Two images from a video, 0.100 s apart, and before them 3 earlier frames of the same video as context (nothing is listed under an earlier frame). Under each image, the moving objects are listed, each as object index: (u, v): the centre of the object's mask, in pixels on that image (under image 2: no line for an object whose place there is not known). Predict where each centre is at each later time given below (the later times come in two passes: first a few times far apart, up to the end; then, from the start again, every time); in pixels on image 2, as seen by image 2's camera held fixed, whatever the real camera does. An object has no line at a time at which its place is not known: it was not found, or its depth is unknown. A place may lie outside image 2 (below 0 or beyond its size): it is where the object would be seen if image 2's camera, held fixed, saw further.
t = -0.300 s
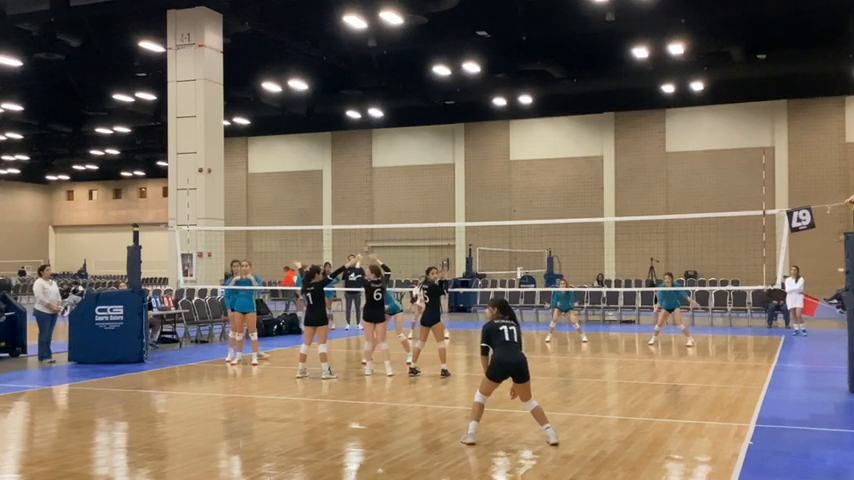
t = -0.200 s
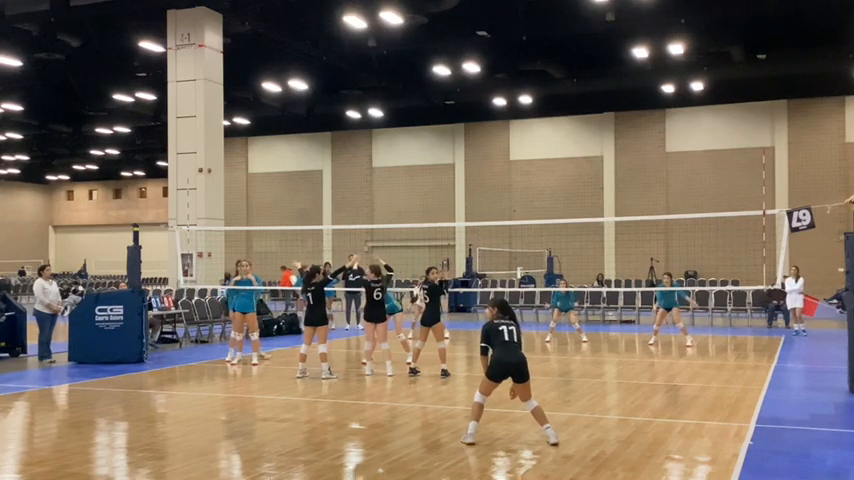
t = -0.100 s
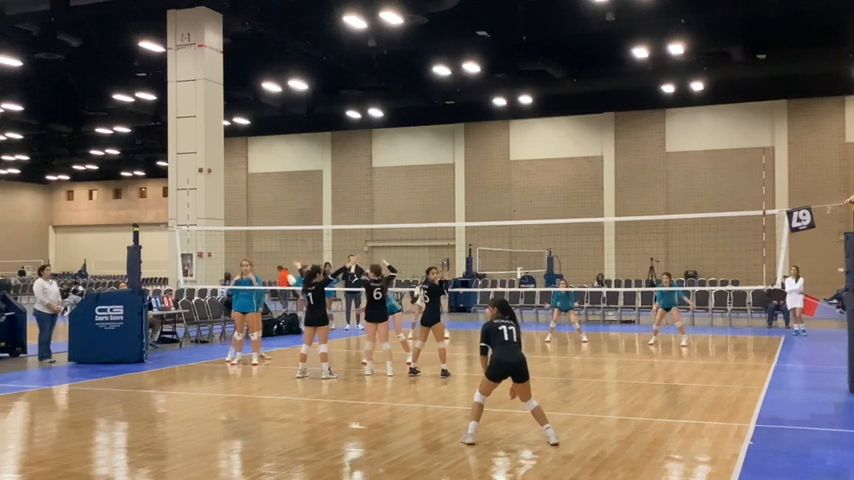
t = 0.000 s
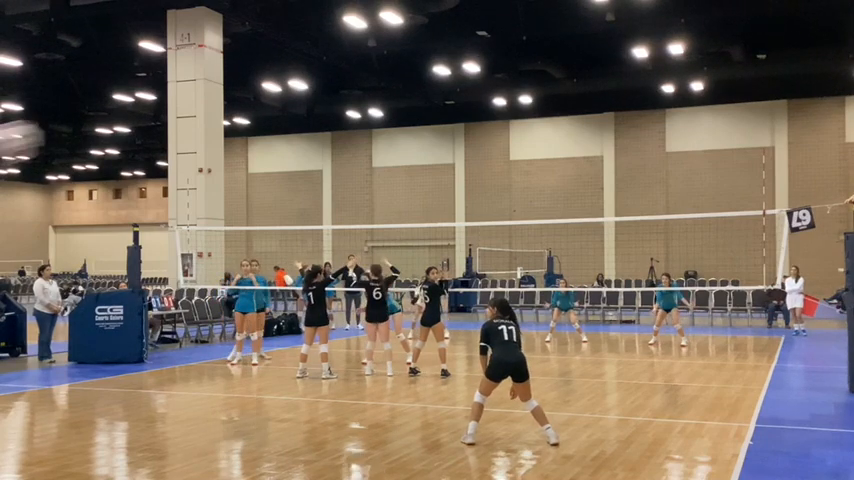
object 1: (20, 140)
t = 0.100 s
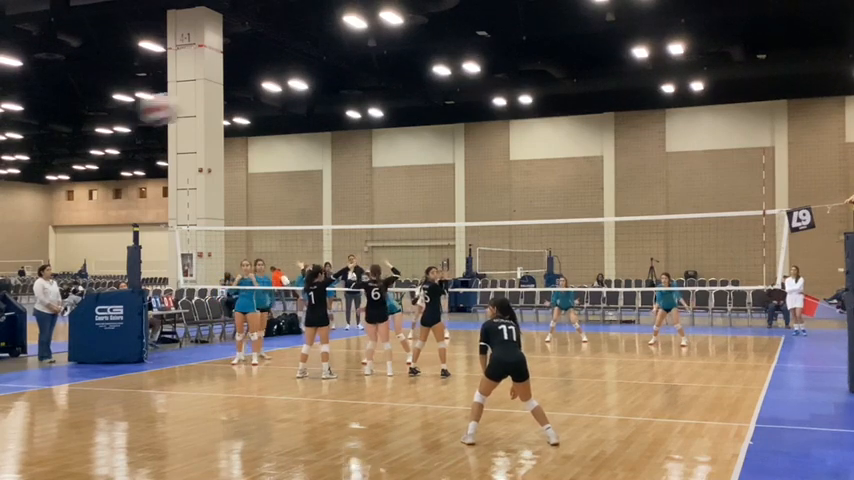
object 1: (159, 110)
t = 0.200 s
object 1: (256, 100)
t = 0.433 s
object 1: (375, 124)
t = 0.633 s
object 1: (429, 170)
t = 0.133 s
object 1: (197, 104)
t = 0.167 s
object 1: (232, 102)
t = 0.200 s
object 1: (256, 100)
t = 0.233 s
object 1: (280, 101)
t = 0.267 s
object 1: (301, 102)
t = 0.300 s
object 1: (319, 105)
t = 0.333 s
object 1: (334, 108)
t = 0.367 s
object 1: (349, 113)
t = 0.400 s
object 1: (364, 120)
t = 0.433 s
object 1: (375, 124)
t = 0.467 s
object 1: (386, 131)
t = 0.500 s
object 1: (396, 138)
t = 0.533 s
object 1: (406, 145)
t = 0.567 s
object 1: (414, 154)
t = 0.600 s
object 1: (422, 162)
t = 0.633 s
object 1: (429, 170)
